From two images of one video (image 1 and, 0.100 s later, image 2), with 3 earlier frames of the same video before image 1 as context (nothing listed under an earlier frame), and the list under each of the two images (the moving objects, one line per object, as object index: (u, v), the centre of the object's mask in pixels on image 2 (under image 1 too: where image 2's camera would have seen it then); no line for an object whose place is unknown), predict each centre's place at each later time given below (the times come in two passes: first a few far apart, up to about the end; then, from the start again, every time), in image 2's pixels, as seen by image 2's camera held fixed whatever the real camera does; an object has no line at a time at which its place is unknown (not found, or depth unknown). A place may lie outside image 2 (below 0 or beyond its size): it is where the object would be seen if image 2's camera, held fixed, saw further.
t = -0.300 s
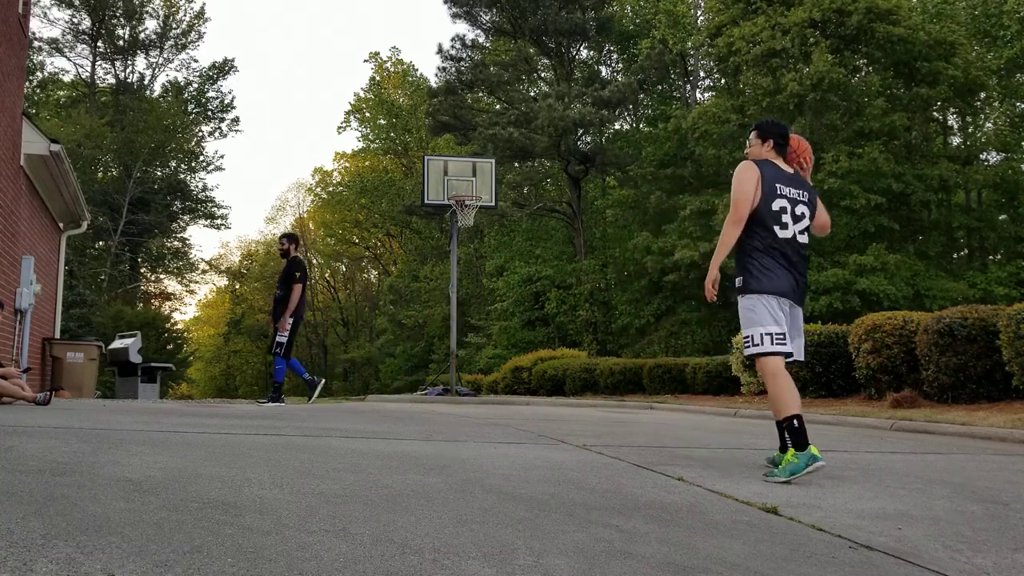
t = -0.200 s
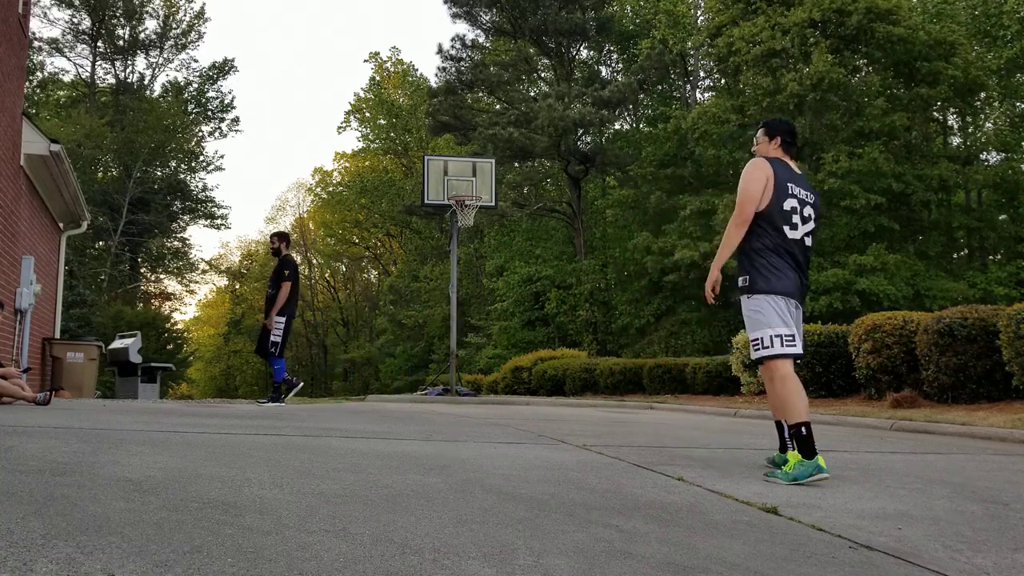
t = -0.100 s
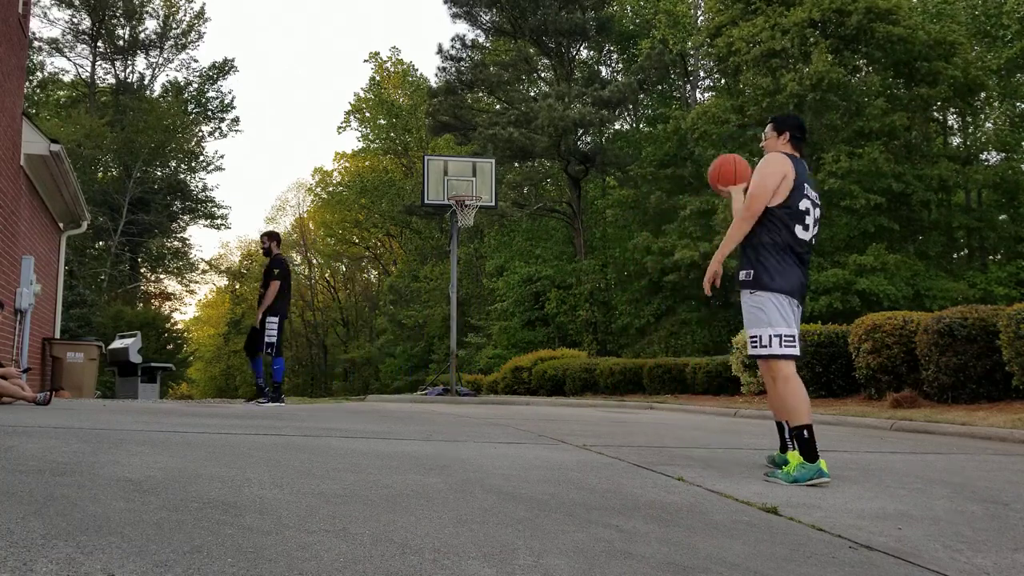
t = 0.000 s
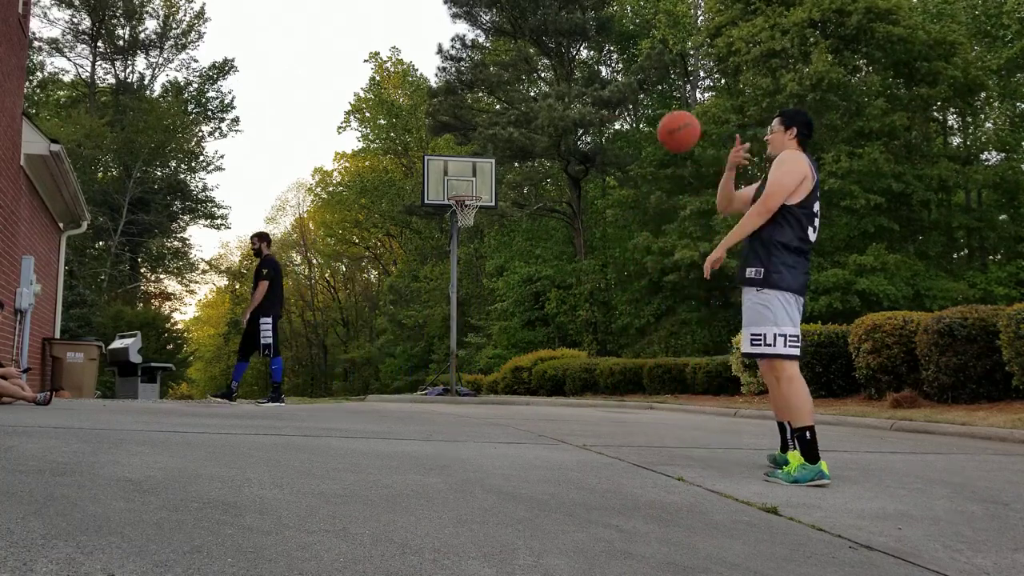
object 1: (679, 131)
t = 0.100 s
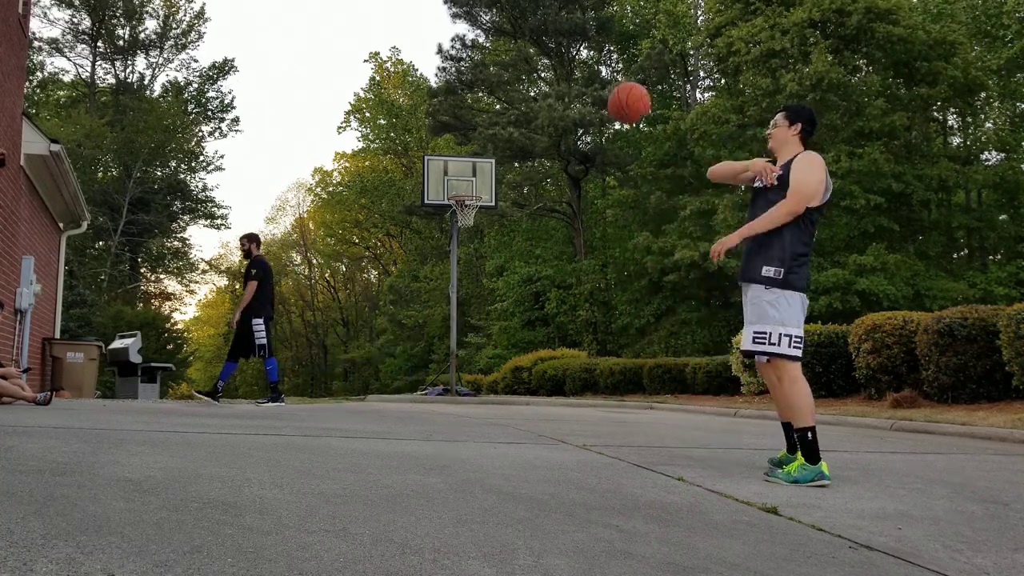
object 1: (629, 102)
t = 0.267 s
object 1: (547, 91)
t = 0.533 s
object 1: (416, 164)
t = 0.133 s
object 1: (612, 96)
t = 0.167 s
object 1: (596, 92)
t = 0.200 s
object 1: (580, 90)
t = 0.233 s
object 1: (564, 89)
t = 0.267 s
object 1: (547, 91)
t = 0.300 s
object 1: (531, 93)
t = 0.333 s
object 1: (515, 97)
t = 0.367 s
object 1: (499, 104)
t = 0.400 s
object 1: (482, 112)
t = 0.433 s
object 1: (465, 123)
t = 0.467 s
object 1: (449, 134)
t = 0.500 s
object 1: (432, 148)
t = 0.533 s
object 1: (416, 164)
